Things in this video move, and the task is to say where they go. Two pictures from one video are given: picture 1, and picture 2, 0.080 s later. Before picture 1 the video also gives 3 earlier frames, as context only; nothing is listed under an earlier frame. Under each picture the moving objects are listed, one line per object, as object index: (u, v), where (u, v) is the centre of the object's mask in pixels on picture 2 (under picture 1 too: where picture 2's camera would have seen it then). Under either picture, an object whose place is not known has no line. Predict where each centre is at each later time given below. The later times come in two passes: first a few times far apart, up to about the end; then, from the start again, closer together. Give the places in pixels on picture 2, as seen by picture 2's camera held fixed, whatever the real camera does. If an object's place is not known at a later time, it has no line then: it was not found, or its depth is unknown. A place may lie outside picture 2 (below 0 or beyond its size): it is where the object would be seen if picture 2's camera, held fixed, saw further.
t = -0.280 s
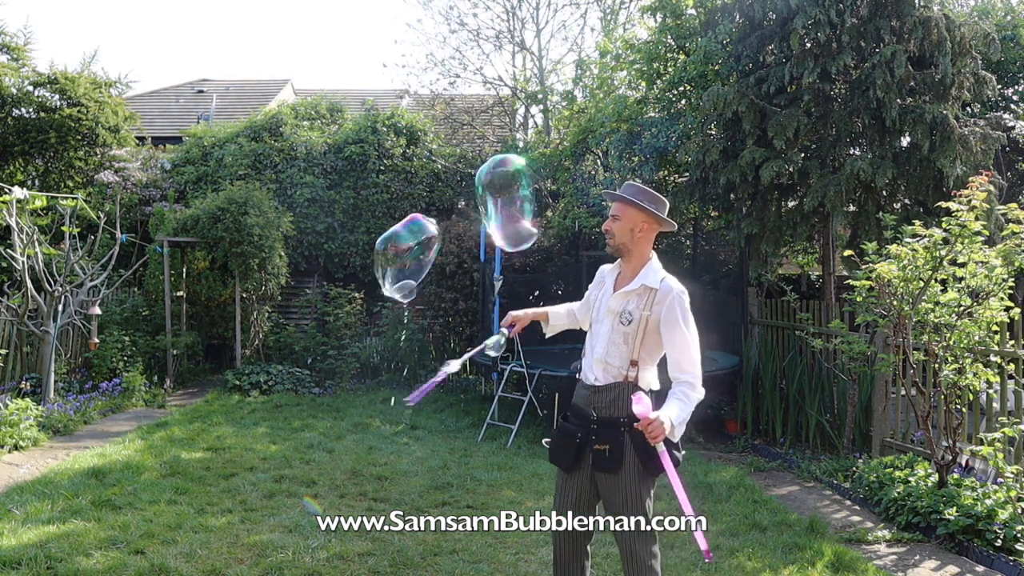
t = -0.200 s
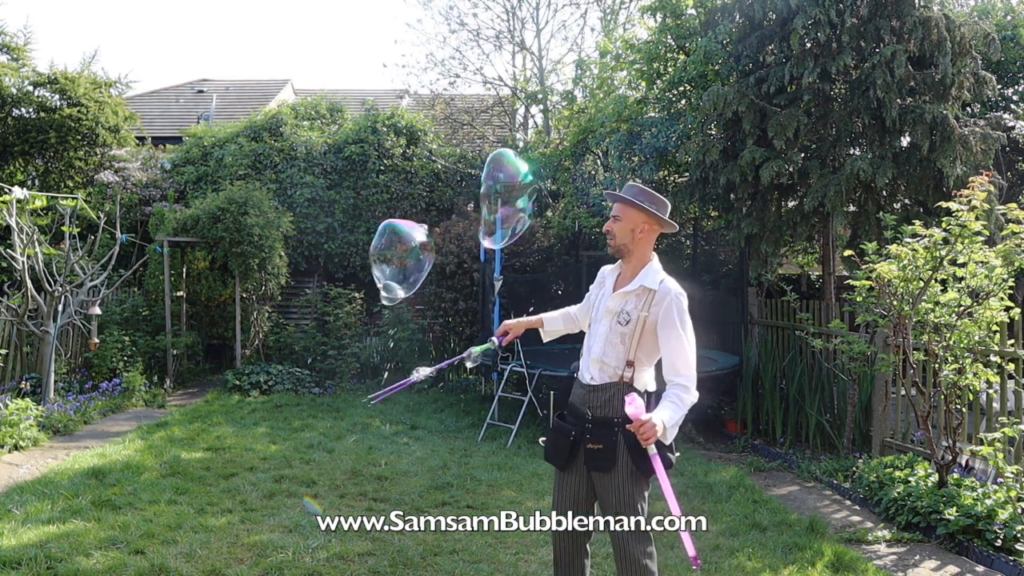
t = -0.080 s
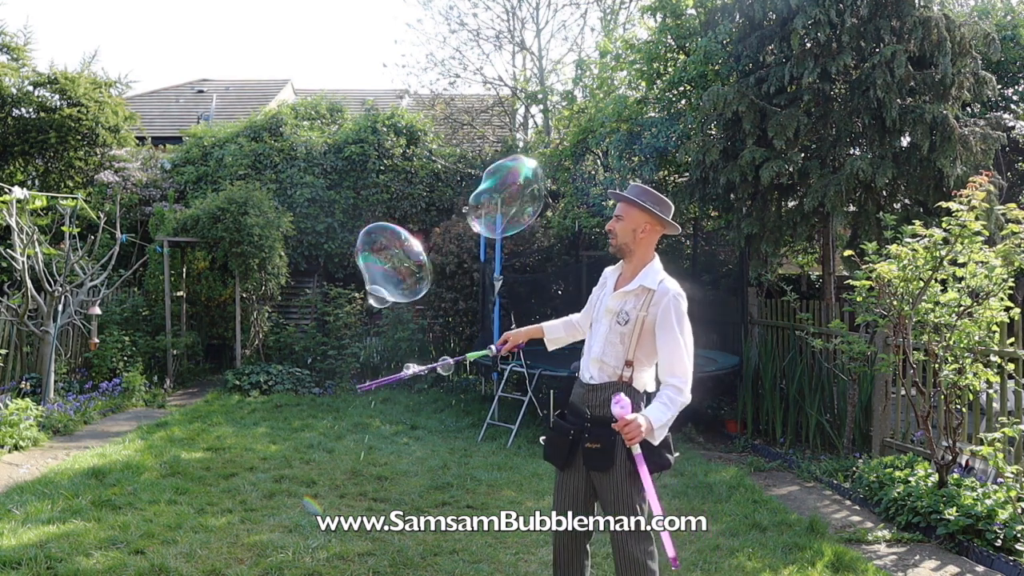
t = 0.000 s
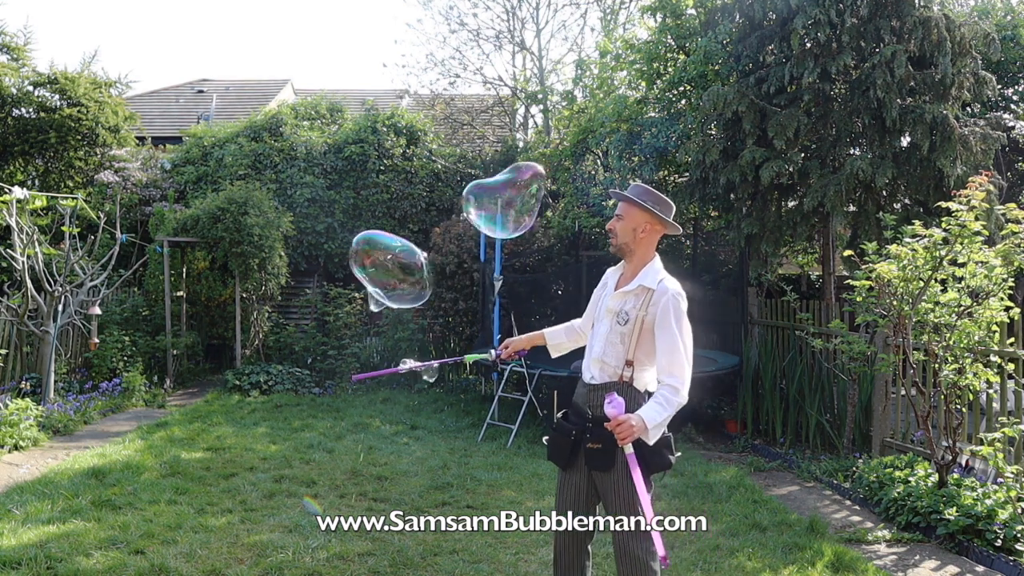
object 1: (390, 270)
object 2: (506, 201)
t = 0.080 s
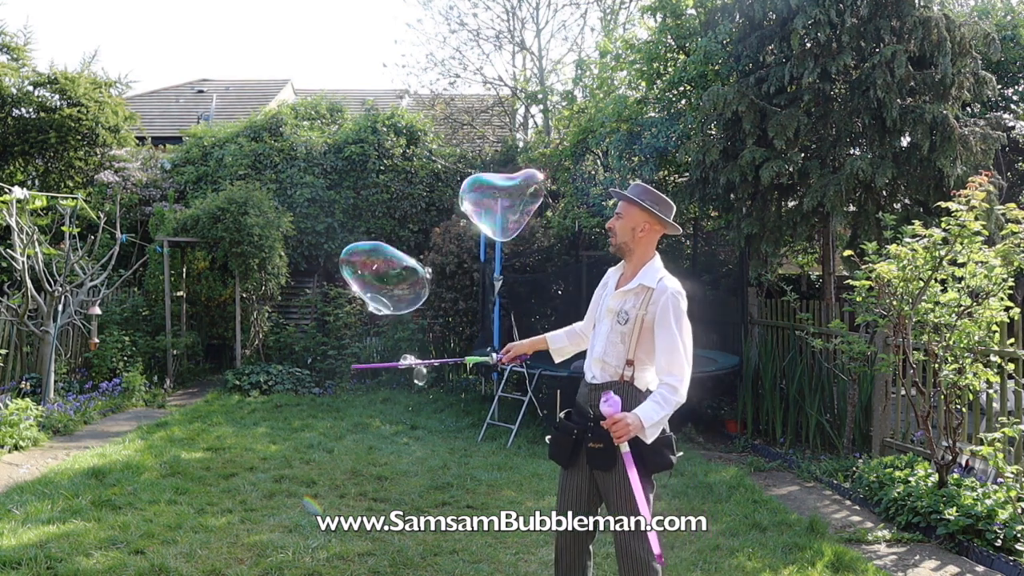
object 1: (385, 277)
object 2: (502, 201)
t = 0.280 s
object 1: (373, 295)
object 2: (499, 198)
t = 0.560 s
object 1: (354, 323)
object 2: (504, 197)
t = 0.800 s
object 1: (340, 342)
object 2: (512, 197)
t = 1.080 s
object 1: (325, 362)
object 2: (512, 187)
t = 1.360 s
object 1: (313, 378)
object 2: (503, 179)
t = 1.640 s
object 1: (302, 396)
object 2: (481, 170)
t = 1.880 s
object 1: (294, 411)
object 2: (455, 160)
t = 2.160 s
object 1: (287, 426)
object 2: (425, 146)
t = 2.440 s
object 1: (283, 439)
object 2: (395, 135)
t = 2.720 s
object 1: (280, 448)
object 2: (364, 126)
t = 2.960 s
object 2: (340, 118)
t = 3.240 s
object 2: (311, 113)
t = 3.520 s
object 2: (281, 104)
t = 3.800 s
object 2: (250, 100)
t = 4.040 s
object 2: (223, 98)
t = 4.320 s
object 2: (196, 98)
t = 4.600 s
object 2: (166, 97)
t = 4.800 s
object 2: (146, 98)
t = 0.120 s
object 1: (382, 281)
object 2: (501, 201)
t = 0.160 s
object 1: (380, 284)
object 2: (499, 200)
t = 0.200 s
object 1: (377, 288)
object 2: (500, 199)
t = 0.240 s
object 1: (375, 291)
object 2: (500, 198)
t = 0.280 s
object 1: (373, 295)
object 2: (499, 198)
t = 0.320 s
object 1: (371, 300)
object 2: (500, 199)
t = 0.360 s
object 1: (369, 305)
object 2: (501, 199)
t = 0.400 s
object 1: (365, 309)
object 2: (502, 198)
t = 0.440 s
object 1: (362, 313)
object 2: (501, 198)
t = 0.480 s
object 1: (359, 316)
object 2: (501, 198)
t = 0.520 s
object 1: (356, 319)
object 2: (502, 197)
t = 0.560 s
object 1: (354, 323)
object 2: (504, 197)
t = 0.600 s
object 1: (352, 326)
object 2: (506, 197)
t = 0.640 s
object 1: (350, 329)
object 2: (508, 198)
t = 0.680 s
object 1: (348, 333)
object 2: (510, 197)
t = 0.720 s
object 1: (346, 337)
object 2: (511, 197)
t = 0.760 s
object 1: (343, 339)
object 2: (512, 197)
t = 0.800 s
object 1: (340, 342)
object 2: (512, 197)
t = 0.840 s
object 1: (338, 345)
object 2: (512, 196)
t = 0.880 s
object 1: (336, 347)
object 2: (513, 194)
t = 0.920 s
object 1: (334, 350)
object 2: (513, 193)
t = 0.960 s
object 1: (332, 353)
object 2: (513, 192)
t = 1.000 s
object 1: (330, 356)
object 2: (513, 190)
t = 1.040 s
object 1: (328, 359)
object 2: (512, 188)
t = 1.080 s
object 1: (325, 362)
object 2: (512, 187)
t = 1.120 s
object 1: (323, 364)
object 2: (510, 186)
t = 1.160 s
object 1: (321, 367)
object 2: (510, 185)
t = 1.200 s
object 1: (320, 369)
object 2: (508, 185)
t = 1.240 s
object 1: (318, 371)
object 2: (507, 184)
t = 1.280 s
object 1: (317, 373)
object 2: (506, 183)
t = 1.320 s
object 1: (315, 376)
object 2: (505, 181)
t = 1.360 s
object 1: (313, 378)
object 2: (503, 179)
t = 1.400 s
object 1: (311, 381)
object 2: (500, 178)
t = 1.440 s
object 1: (309, 383)
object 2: (497, 177)
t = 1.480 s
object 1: (308, 386)
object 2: (494, 176)
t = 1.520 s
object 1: (306, 388)
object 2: (491, 175)
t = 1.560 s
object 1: (305, 391)
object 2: (488, 173)
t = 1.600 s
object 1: (304, 393)
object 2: (485, 172)
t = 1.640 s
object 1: (302, 396)
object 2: (481, 170)
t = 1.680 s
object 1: (301, 399)
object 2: (477, 168)
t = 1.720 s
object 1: (299, 402)
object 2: (473, 166)
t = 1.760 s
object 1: (298, 405)
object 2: (469, 164)
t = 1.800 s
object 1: (296, 407)
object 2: (464, 163)
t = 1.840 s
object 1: (295, 409)
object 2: (460, 161)
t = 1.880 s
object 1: (294, 411)
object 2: (455, 160)
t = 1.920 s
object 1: (293, 413)
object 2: (451, 158)
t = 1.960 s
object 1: (292, 415)
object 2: (447, 155)
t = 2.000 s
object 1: (291, 417)
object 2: (442, 153)
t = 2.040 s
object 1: (290, 419)
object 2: (437, 151)
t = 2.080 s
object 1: (289, 421)
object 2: (433, 149)
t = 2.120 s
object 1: (288, 424)
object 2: (429, 148)
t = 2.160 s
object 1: (287, 426)
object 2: (425, 146)
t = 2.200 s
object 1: (286, 428)
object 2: (420, 145)
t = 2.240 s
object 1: (285, 429)
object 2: (416, 143)
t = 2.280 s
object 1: (285, 431)
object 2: (411, 142)
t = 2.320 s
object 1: (285, 433)
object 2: (407, 140)
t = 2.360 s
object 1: (284, 434)
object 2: (402, 138)
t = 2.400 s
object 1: (283, 436)
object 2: (398, 136)
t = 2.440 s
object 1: (283, 439)
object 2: (395, 135)
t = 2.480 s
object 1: (283, 441)
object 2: (390, 134)
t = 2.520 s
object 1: (282, 442)
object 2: (386, 132)
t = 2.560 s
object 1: (282, 443)
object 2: (382, 131)
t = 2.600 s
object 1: (281, 444)
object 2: (377, 130)
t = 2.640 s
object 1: (281, 446)
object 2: (373, 129)
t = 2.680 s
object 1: (280, 447)
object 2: (369, 127)
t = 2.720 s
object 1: (280, 448)
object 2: (364, 126)
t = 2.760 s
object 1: (279, 448)
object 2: (360, 124)
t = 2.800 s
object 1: (278, 441)
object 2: (356, 122)
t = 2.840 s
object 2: (353, 121)
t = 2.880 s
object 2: (348, 121)
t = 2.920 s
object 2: (344, 119)
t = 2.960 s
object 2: (340, 118)
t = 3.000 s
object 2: (336, 117)
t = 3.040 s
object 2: (331, 116)
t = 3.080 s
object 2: (327, 115)
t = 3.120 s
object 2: (323, 114)
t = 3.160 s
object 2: (319, 114)
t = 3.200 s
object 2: (316, 114)
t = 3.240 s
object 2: (311, 113)
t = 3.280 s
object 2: (307, 112)
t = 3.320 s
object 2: (303, 113)
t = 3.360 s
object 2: (299, 112)
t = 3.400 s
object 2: (293, 108)
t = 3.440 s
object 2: (289, 106)
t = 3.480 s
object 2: (285, 105)
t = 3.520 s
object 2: (281, 104)
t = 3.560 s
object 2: (276, 104)
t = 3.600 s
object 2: (272, 103)
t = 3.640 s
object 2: (263, 103)
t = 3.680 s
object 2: (262, 103)
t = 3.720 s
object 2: (258, 102)
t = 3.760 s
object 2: (253, 101)
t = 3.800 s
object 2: (250, 100)
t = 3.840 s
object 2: (245, 100)
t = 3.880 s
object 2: (242, 100)
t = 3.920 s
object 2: (237, 100)
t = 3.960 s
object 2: (233, 100)
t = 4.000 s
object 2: (228, 99)
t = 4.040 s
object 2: (223, 98)
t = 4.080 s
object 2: (218, 97)
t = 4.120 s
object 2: (214, 96)
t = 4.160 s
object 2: (211, 96)
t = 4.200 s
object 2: (207, 96)
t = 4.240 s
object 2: (203, 97)
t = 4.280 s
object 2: (200, 97)
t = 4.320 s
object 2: (196, 98)
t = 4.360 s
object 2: (192, 97)
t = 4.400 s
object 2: (189, 98)
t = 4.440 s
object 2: (188, 99)
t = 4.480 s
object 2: (179, 97)
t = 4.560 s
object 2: (171, 96)
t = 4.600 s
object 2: (166, 97)
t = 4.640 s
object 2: (162, 97)
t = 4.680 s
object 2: (160, 97)
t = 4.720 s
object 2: (155, 97)
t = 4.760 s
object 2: (152, 97)
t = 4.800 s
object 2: (146, 98)
